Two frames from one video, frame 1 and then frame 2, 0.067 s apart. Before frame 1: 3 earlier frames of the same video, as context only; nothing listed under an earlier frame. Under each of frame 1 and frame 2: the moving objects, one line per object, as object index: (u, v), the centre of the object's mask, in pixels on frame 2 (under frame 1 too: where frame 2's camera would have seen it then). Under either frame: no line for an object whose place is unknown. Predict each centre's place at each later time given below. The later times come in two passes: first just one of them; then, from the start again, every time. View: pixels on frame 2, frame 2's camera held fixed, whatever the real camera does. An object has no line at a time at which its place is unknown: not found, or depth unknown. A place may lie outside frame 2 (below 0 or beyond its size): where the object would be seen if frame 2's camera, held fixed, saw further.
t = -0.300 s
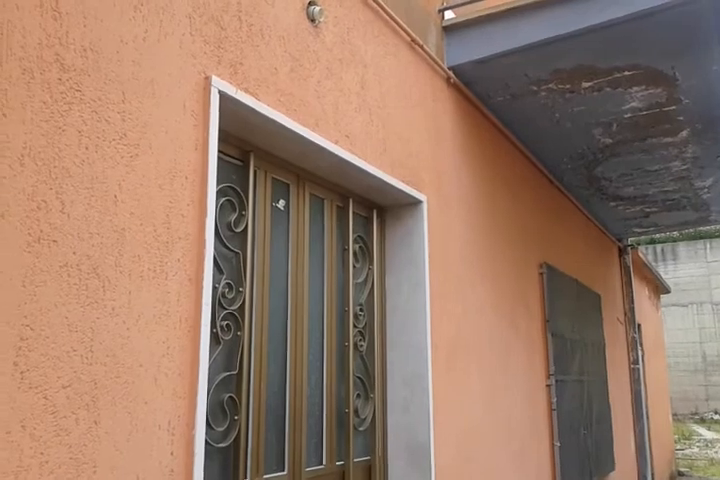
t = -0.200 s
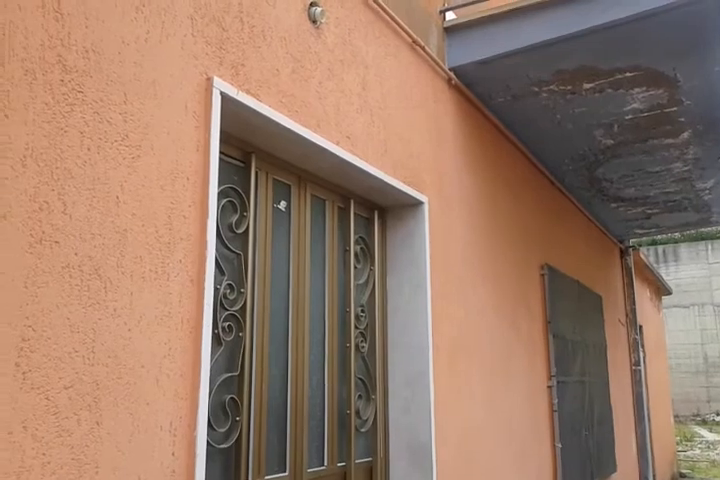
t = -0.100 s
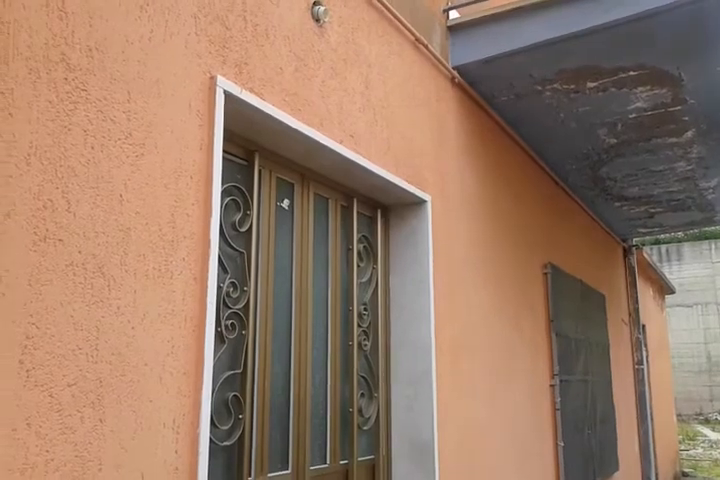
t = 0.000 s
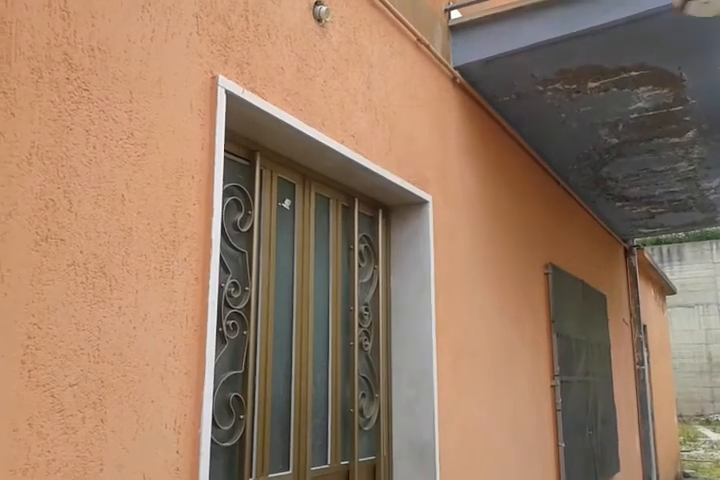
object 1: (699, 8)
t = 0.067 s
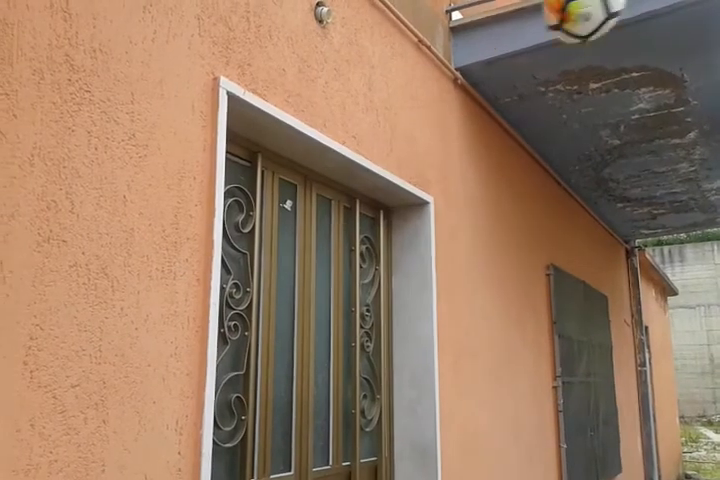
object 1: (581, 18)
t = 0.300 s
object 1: (478, 112)
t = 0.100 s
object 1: (525, 27)
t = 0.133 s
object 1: (473, 39)
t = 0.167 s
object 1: (425, 62)
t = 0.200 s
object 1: (378, 87)
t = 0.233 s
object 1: (397, 95)
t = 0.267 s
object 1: (435, 102)
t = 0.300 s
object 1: (478, 112)
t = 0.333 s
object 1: (524, 128)
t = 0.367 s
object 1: (576, 149)
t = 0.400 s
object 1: (634, 176)
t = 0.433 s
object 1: (686, 211)
